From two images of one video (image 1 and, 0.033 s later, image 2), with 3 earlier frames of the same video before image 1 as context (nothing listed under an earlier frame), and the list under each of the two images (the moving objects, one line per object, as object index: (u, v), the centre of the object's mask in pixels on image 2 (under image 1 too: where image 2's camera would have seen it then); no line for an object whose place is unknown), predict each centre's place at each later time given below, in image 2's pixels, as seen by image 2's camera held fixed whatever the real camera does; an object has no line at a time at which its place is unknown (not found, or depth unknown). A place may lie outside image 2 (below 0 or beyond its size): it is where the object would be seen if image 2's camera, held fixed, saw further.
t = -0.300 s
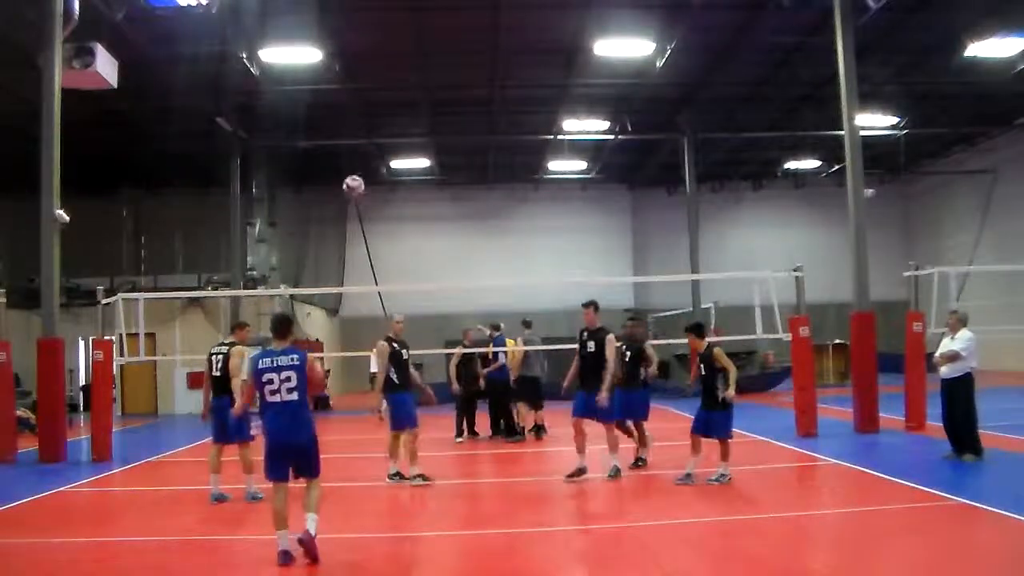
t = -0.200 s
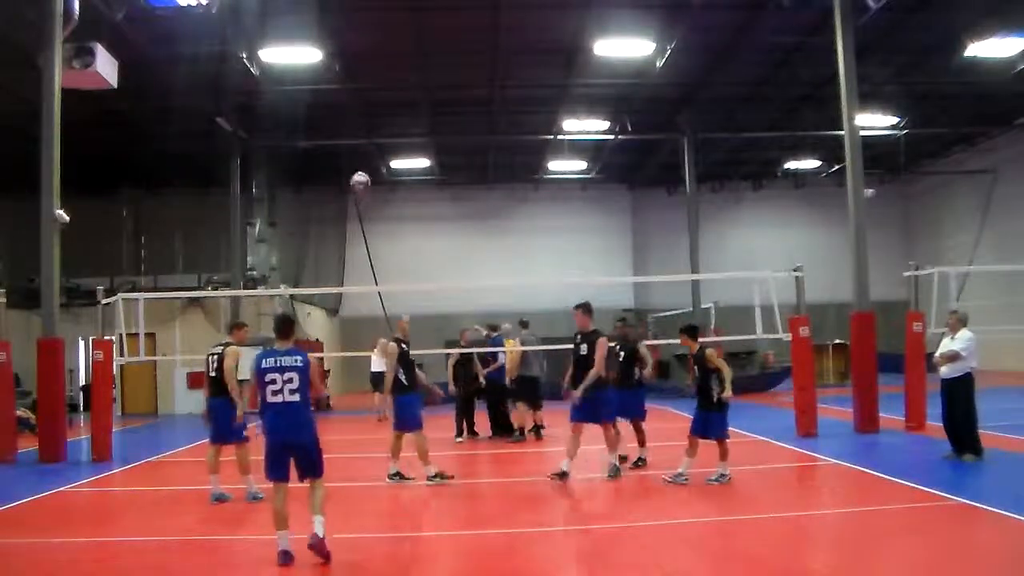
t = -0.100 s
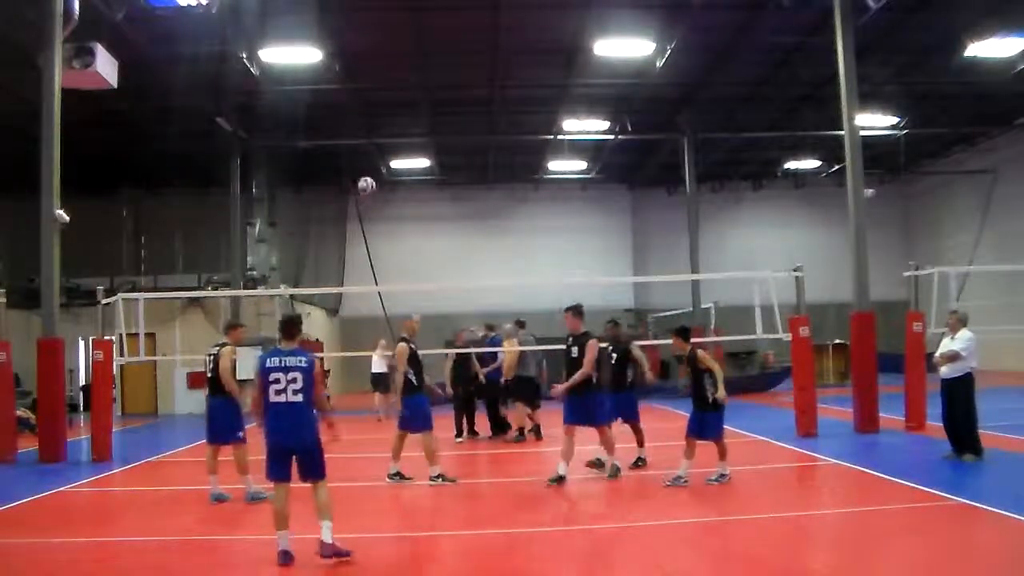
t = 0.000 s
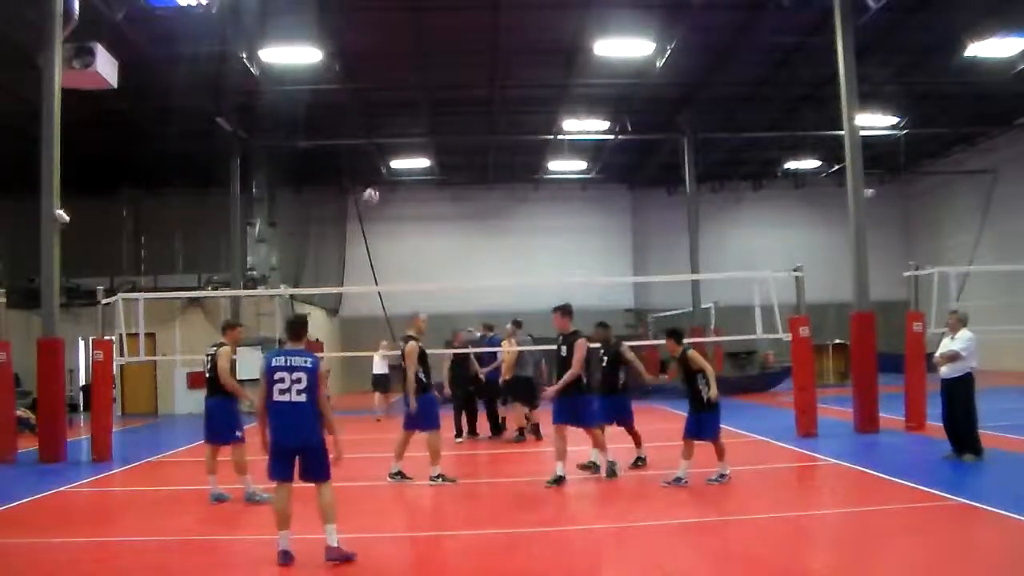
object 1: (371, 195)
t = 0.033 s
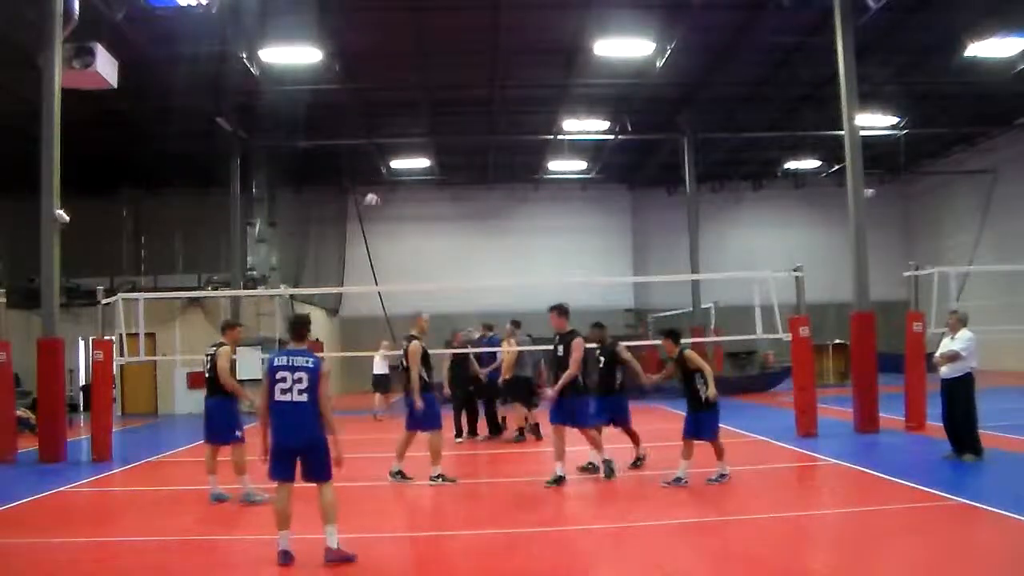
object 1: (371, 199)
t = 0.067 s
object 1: (373, 205)
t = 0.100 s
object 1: (375, 211)
